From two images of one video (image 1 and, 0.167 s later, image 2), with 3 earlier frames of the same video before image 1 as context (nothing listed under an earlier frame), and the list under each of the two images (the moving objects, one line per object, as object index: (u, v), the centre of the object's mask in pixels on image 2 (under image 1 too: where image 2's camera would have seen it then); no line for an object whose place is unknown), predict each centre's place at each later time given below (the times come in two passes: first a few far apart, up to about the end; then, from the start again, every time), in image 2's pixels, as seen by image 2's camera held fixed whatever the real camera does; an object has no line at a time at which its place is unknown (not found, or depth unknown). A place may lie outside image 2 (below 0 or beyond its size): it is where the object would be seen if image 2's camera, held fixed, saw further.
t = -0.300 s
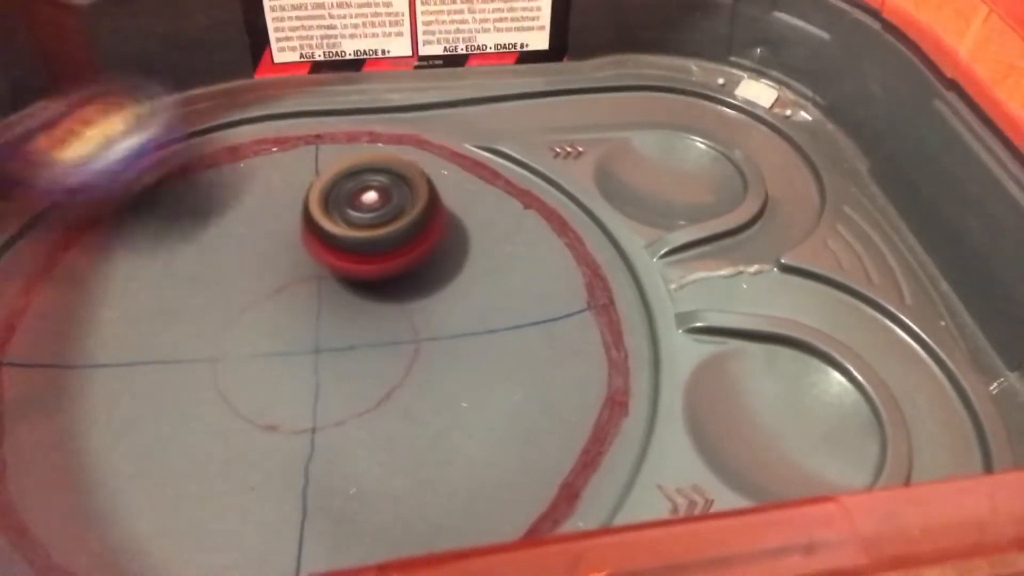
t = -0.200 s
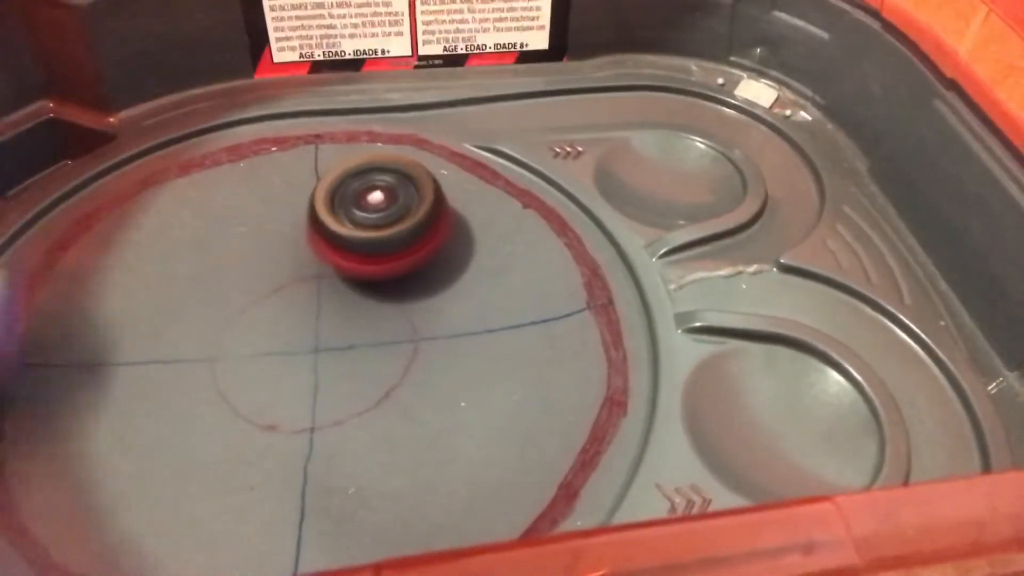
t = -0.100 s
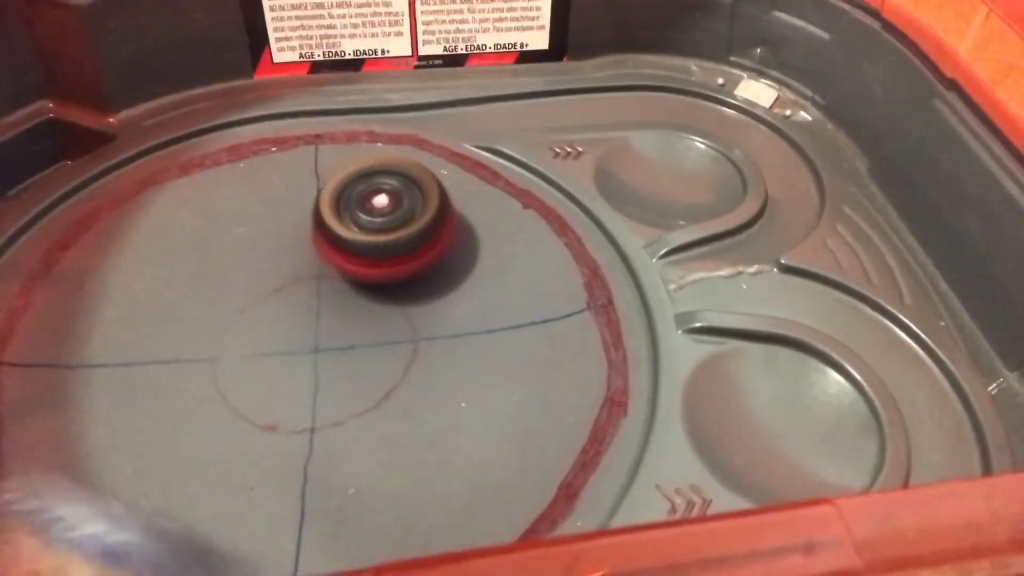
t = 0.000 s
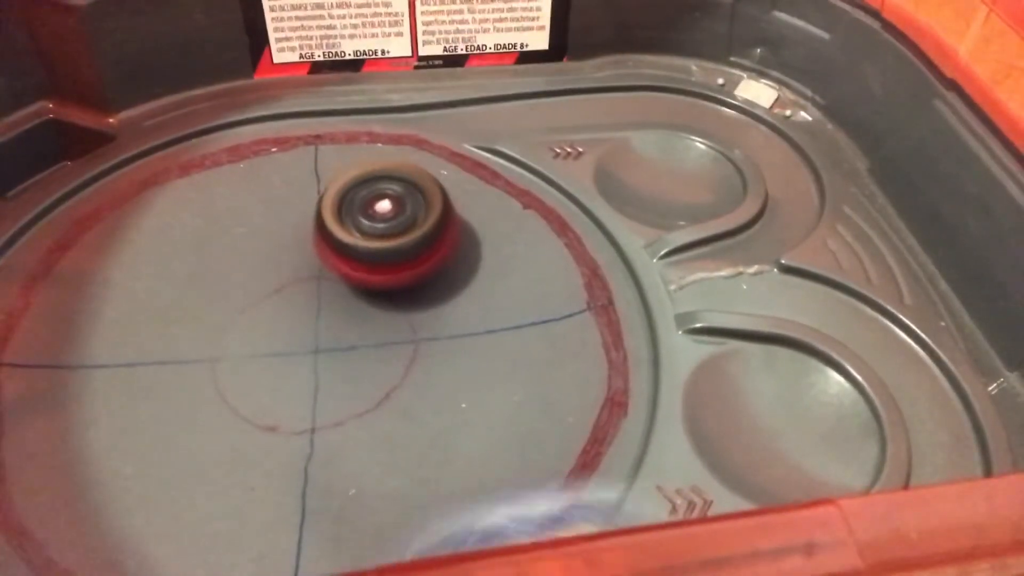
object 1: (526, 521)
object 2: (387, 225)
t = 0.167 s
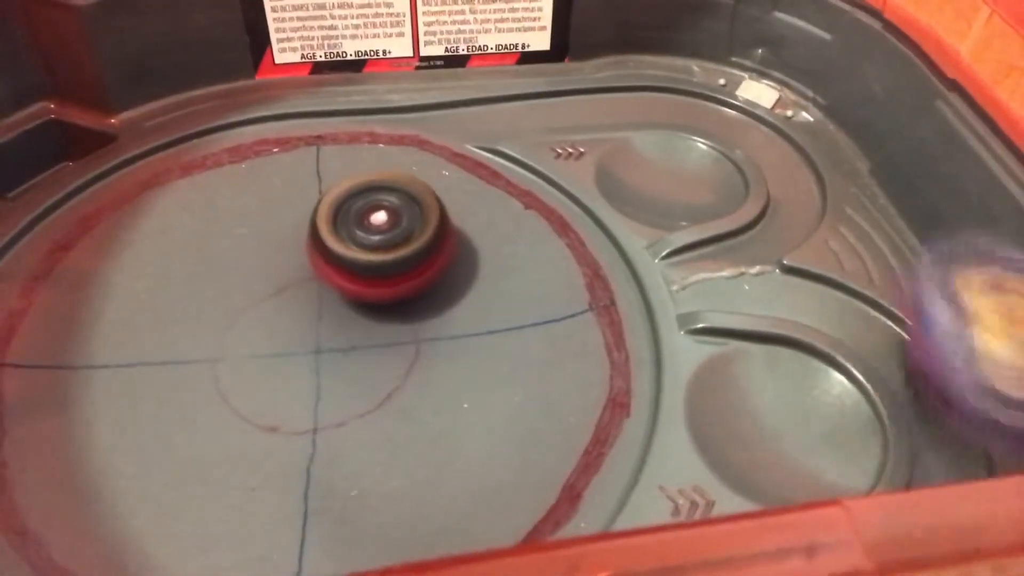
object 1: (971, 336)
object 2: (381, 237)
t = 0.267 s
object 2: (373, 244)
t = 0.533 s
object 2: (340, 262)
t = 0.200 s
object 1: (944, 264)
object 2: (378, 239)
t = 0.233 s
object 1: (901, 211)
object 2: (375, 241)
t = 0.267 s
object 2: (373, 244)
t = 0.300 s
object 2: (369, 246)
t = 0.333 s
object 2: (366, 248)
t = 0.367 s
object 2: (362, 250)
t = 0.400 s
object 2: (358, 253)
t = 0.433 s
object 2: (354, 255)
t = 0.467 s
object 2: (350, 257)
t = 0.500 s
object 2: (345, 259)
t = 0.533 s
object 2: (340, 262)
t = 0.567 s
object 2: (336, 265)
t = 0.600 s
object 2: (329, 269)
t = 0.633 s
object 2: (323, 274)
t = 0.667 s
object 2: (317, 277)
